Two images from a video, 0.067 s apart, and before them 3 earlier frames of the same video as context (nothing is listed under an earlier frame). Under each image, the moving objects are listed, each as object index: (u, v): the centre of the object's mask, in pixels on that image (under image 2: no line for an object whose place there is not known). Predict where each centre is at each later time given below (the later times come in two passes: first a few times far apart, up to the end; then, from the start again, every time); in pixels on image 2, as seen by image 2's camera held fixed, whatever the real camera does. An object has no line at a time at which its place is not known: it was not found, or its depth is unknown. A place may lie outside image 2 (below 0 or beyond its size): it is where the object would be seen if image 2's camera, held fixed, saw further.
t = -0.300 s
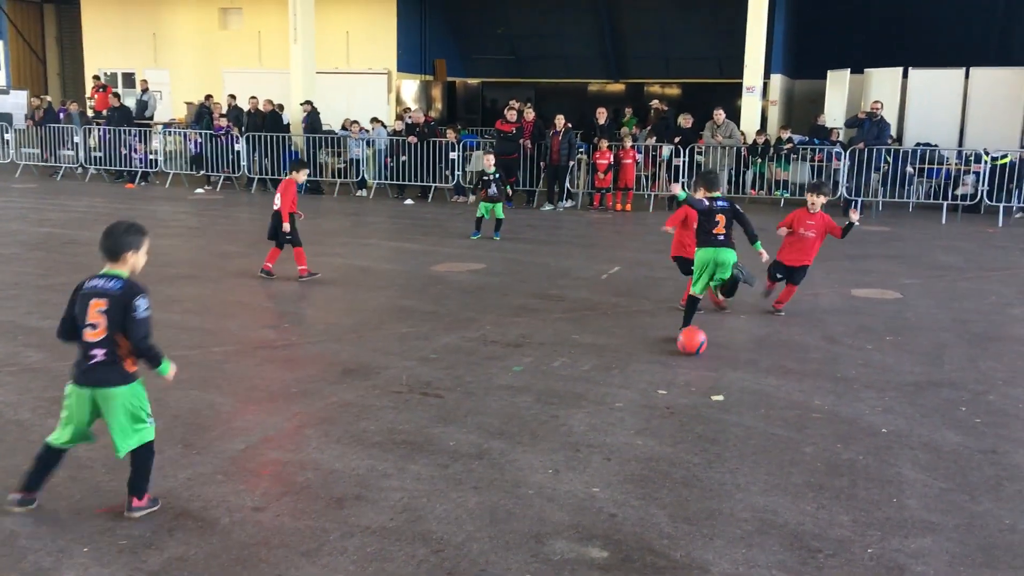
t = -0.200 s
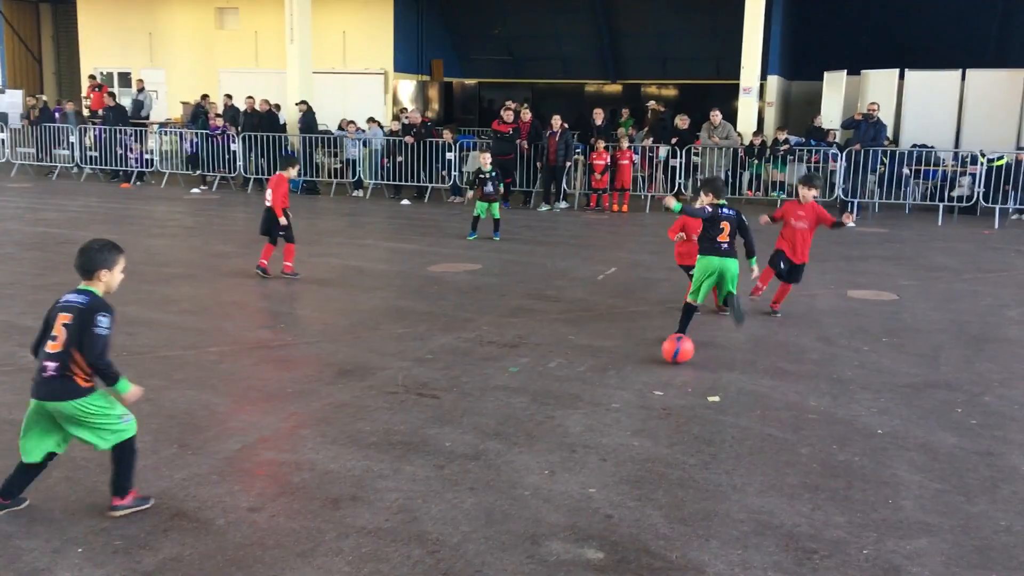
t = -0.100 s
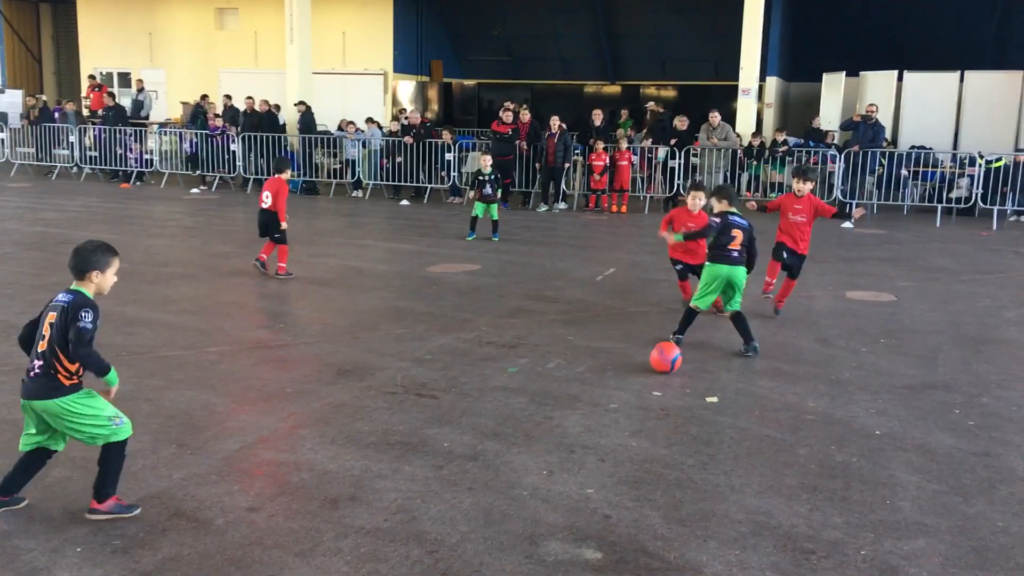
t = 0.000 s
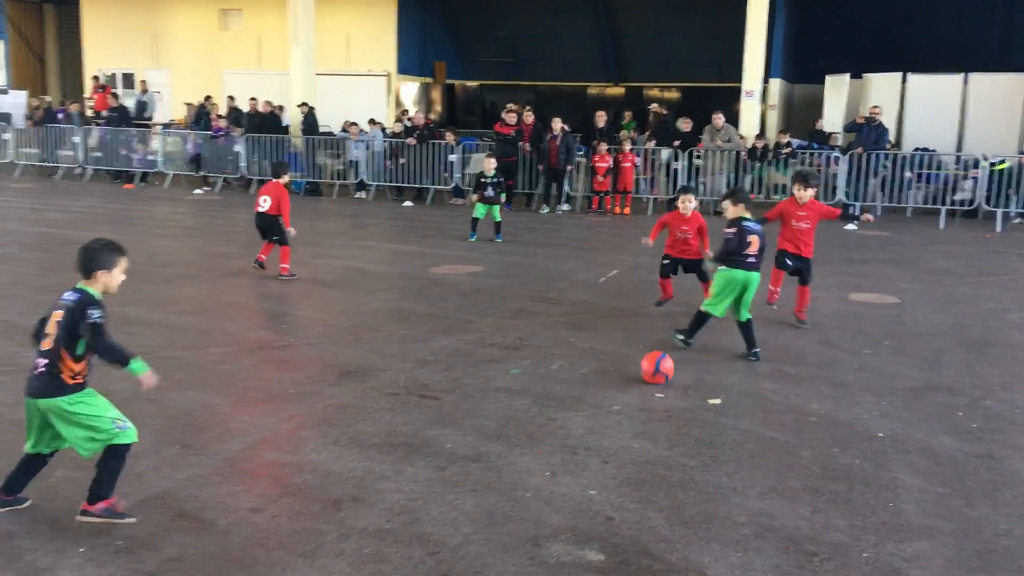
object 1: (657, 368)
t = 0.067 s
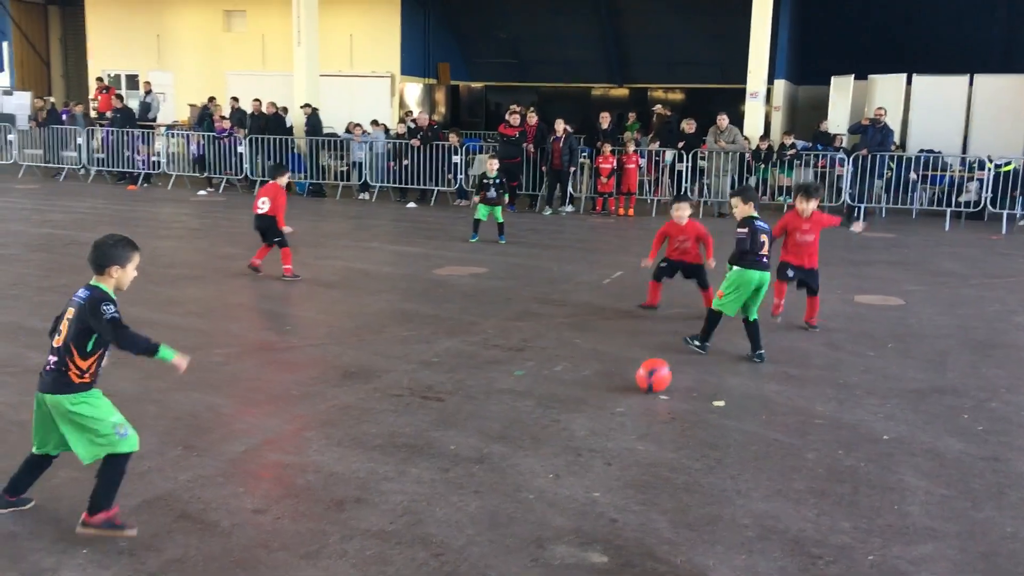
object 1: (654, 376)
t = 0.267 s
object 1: (629, 394)
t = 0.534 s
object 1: (592, 424)
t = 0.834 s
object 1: (542, 469)
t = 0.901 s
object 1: (530, 480)
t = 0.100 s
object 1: (650, 378)
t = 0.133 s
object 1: (646, 380)
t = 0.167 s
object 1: (642, 384)
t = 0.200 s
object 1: (638, 387)
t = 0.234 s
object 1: (634, 391)
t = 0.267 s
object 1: (629, 394)
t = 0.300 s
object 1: (625, 397)
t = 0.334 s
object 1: (621, 401)
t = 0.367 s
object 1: (617, 405)
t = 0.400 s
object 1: (611, 408)
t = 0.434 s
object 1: (607, 412)
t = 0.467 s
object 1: (602, 416)
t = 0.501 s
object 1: (597, 420)
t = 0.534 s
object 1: (592, 424)
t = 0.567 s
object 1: (587, 429)
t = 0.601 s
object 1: (582, 434)
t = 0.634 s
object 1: (577, 438)
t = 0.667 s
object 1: (571, 444)
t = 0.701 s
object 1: (566, 448)
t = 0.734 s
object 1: (560, 453)
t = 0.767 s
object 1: (554, 458)
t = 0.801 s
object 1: (548, 464)
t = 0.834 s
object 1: (542, 469)
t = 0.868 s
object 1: (537, 474)
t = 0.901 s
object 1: (530, 480)
